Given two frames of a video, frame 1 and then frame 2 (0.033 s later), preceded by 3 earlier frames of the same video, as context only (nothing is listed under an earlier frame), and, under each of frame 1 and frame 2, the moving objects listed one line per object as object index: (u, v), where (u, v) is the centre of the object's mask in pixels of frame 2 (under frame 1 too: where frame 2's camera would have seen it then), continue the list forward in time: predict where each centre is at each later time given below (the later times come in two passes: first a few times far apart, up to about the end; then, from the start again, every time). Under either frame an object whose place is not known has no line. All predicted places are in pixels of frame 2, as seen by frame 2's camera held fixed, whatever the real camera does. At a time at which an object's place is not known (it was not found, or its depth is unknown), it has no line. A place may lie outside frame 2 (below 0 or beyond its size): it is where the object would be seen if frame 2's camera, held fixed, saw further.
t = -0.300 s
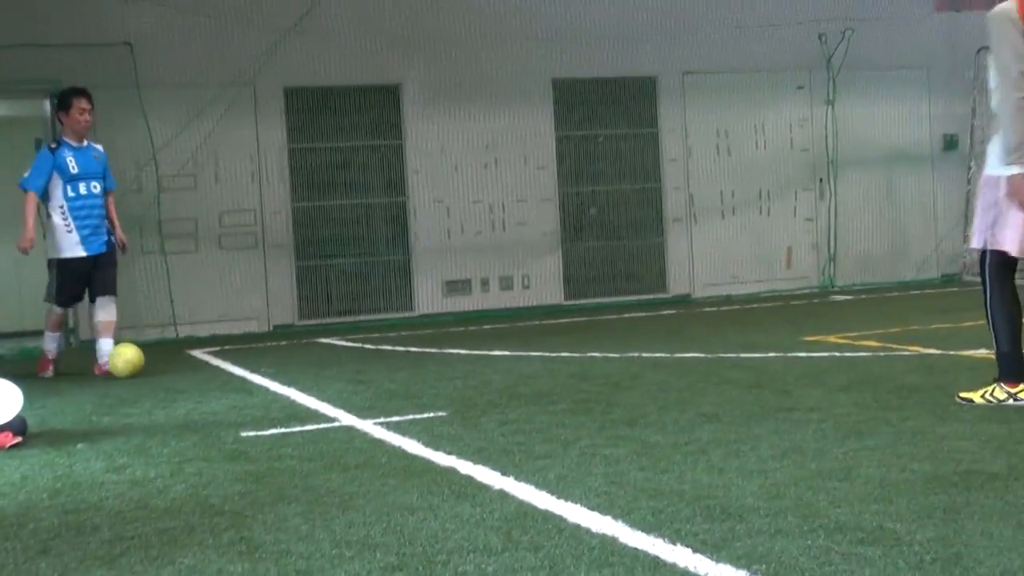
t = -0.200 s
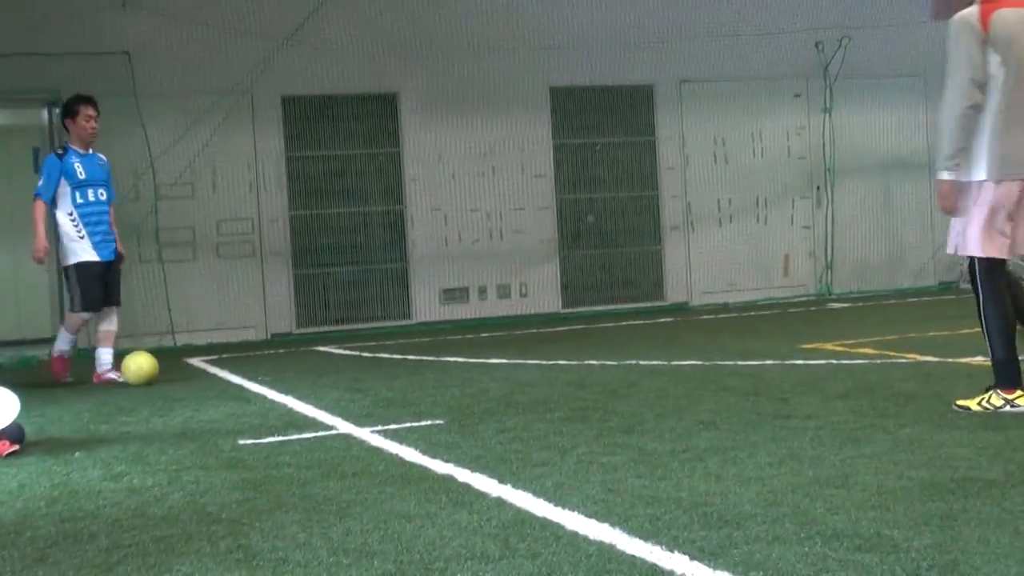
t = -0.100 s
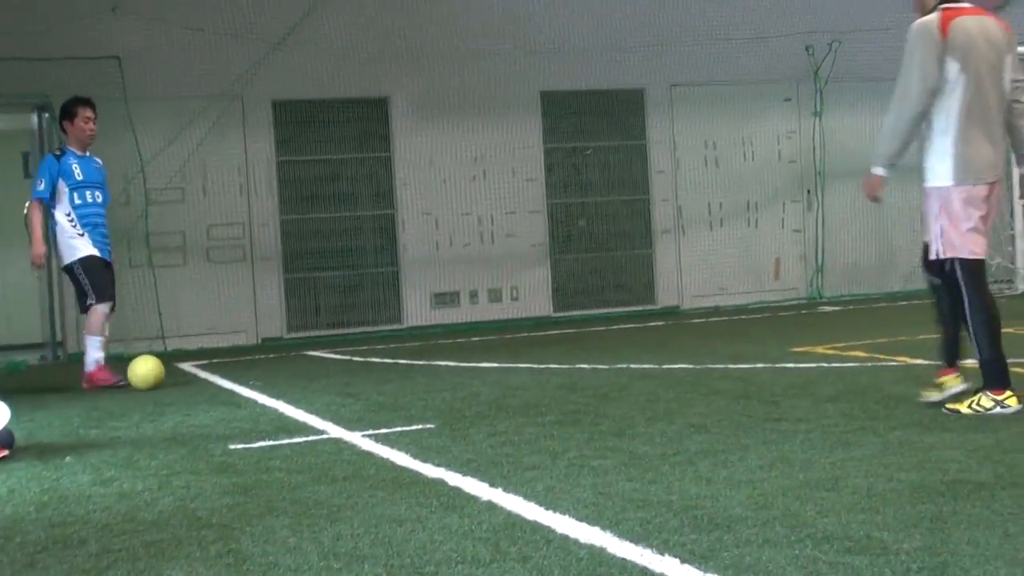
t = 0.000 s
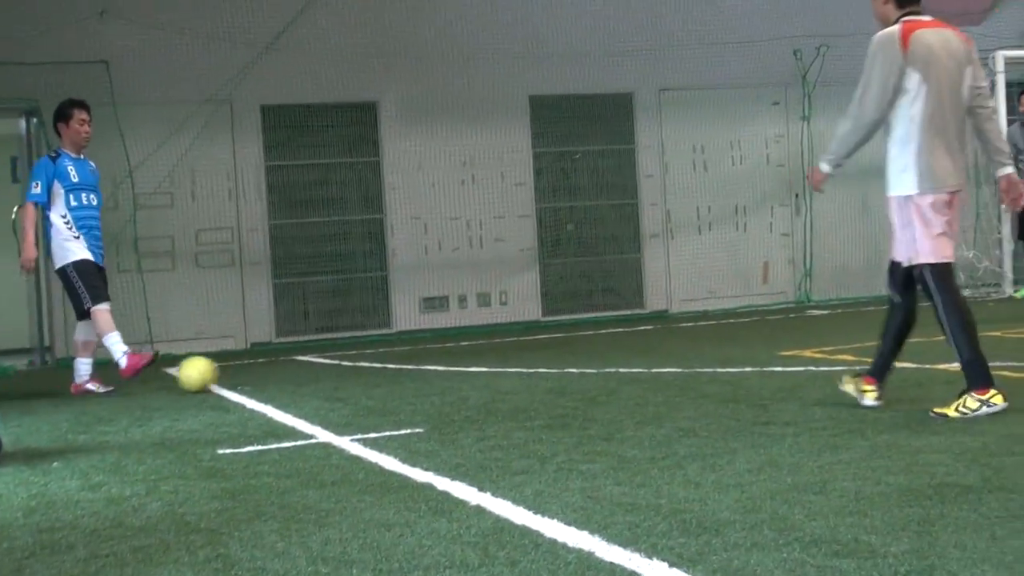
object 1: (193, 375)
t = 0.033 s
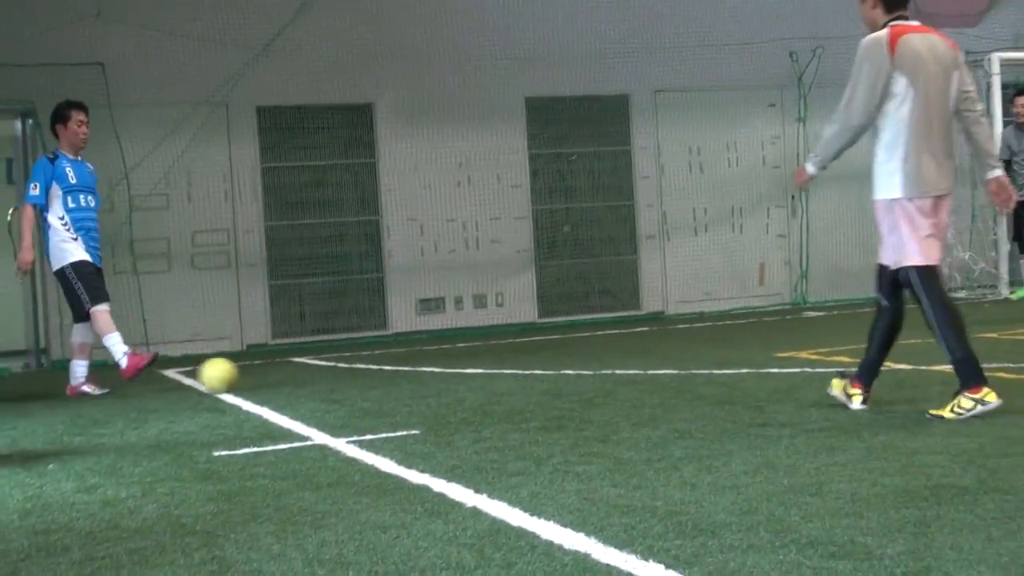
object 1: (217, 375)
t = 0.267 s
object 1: (366, 369)
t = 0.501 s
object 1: (503, 365)
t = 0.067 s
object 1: (240, 373)
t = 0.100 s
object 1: (262, 373)
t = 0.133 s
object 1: (285, 373)
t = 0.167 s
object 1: (306, 372)
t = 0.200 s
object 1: (327, 371)
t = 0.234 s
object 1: (346, 369)
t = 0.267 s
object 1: (366, 369)
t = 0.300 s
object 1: (385, 369)
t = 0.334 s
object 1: (406, 368)
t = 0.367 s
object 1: (426, 368)
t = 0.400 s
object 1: (445, 366)
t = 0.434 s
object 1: (464, 365)
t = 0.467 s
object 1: (483, 365)
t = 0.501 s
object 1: (503, 365)
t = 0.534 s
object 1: (523, 363)
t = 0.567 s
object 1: (543, 363)
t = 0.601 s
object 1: (562, 362)
